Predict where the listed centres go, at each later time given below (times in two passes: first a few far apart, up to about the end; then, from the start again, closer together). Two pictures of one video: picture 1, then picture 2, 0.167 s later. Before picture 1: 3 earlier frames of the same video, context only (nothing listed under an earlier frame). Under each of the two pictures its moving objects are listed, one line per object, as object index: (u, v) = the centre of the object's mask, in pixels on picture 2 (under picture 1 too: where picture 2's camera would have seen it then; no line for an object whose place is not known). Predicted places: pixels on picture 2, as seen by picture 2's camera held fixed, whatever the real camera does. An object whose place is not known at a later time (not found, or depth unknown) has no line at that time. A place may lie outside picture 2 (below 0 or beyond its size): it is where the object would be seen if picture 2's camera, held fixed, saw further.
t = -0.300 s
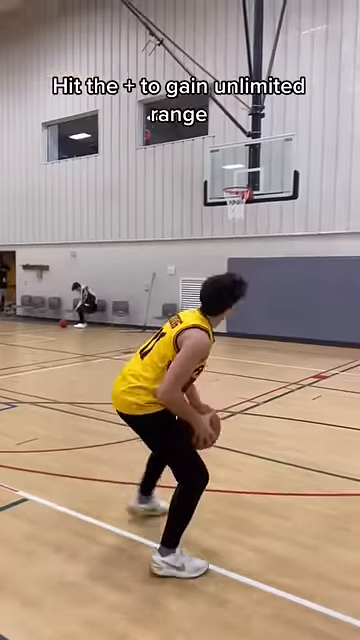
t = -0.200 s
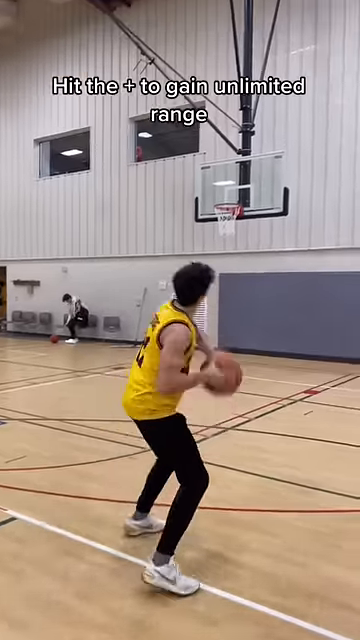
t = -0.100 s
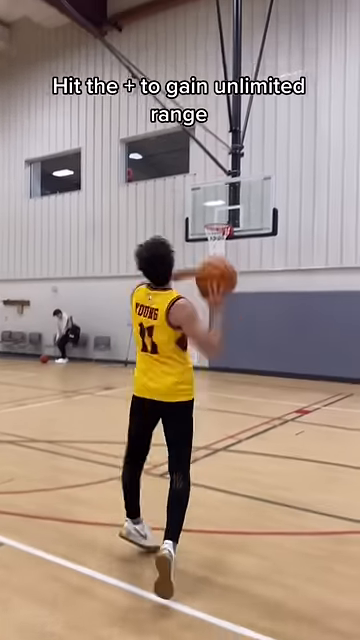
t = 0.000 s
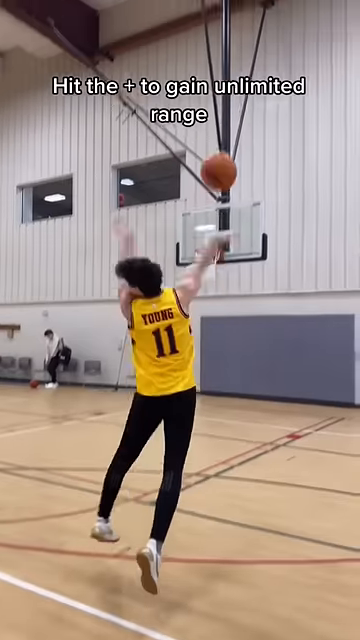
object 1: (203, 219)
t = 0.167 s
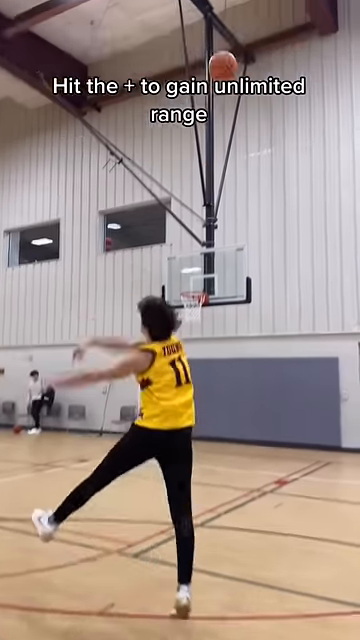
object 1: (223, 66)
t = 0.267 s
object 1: (231, 15)
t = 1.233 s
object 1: (269, 19)
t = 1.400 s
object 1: (271, 64)
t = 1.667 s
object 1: (275, 150)
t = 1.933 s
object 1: (281, 249)
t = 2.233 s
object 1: (272, 349)
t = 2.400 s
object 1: (266, 428)
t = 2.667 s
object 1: (251, 387)
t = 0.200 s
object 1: (225, 48)
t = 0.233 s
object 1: (229, 29)
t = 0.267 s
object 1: (231, 15)
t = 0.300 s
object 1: (232, 1)
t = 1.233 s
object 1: (269, 19)
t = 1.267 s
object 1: (269, 27)
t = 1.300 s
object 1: (269, 36)
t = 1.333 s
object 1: (269, 45)
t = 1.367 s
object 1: (270, 54)
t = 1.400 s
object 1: (271, 64)
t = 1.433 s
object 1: (271, 74)
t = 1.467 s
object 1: (272, 84)
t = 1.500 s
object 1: (272, 95)
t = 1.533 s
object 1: (272, 106)
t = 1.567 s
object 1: (273, 116)
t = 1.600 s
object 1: (274, 128)
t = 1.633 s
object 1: (275, 139)
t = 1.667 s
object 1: (275, 150)
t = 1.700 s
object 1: (276, 162)
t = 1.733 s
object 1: (277, 174)
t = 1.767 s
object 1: (277, 186)
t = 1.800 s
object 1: (278, 198)
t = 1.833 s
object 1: (279, 211)
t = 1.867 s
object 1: (280, 224)
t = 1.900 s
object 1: (280, 237)
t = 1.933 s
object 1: (281, 249)
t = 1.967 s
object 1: (282, 263)
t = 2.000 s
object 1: (280, 271)
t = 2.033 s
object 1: (279, 280)
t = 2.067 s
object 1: (278, 290)
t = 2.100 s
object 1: (277, 300)
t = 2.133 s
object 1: (276, 311)
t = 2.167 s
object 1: (274, 323)
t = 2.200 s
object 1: (273, 336)
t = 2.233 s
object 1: (272, 349)
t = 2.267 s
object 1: (271, 364)
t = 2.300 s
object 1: (270, 379)
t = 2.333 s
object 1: (268, 394)
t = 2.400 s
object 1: (266, 428)
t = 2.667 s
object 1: (251, 387)
